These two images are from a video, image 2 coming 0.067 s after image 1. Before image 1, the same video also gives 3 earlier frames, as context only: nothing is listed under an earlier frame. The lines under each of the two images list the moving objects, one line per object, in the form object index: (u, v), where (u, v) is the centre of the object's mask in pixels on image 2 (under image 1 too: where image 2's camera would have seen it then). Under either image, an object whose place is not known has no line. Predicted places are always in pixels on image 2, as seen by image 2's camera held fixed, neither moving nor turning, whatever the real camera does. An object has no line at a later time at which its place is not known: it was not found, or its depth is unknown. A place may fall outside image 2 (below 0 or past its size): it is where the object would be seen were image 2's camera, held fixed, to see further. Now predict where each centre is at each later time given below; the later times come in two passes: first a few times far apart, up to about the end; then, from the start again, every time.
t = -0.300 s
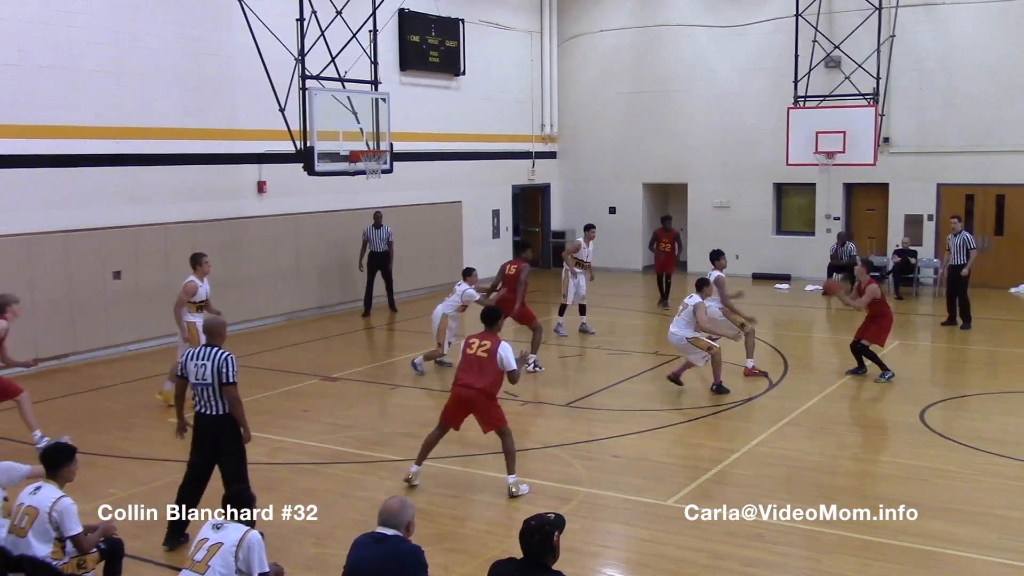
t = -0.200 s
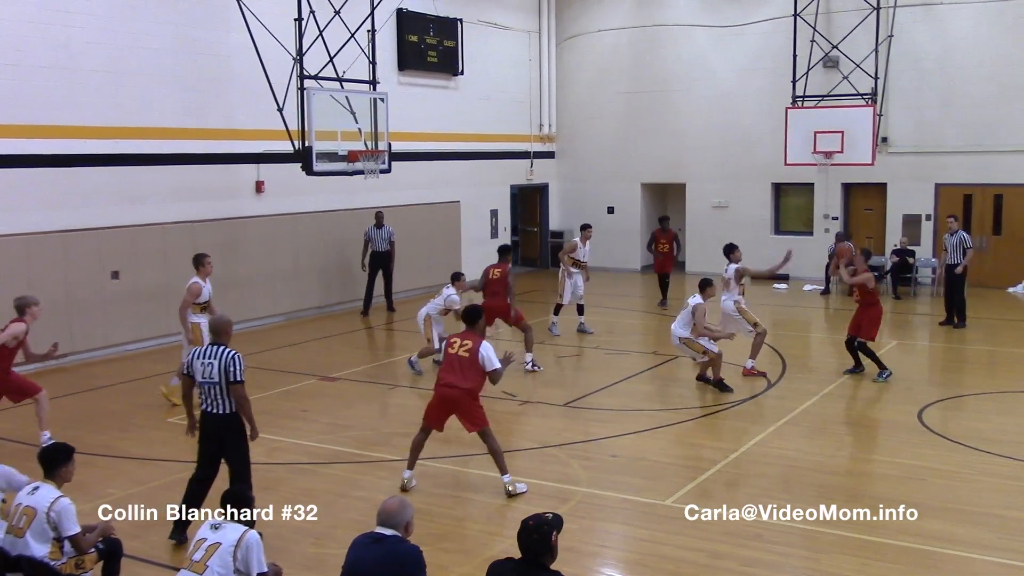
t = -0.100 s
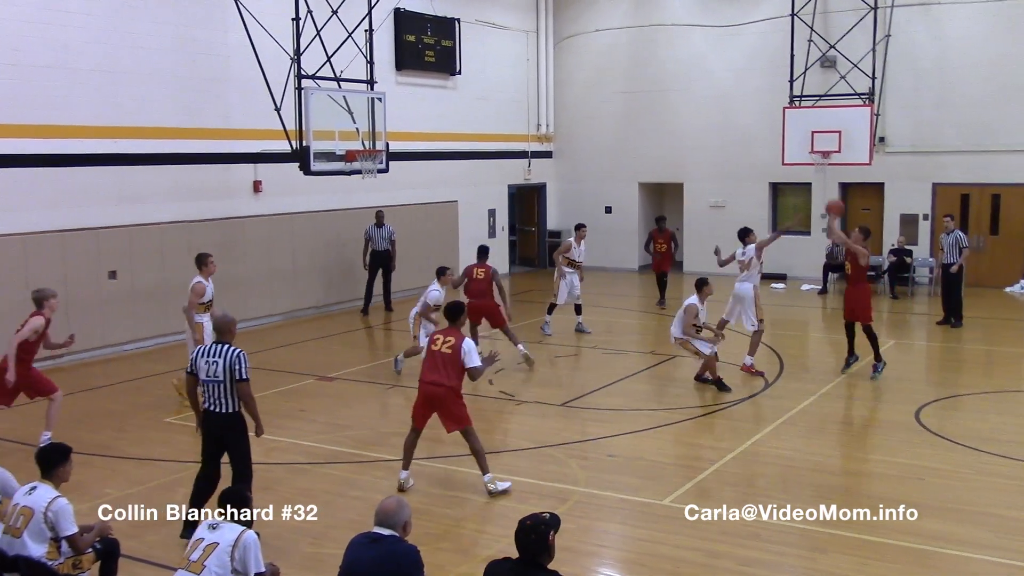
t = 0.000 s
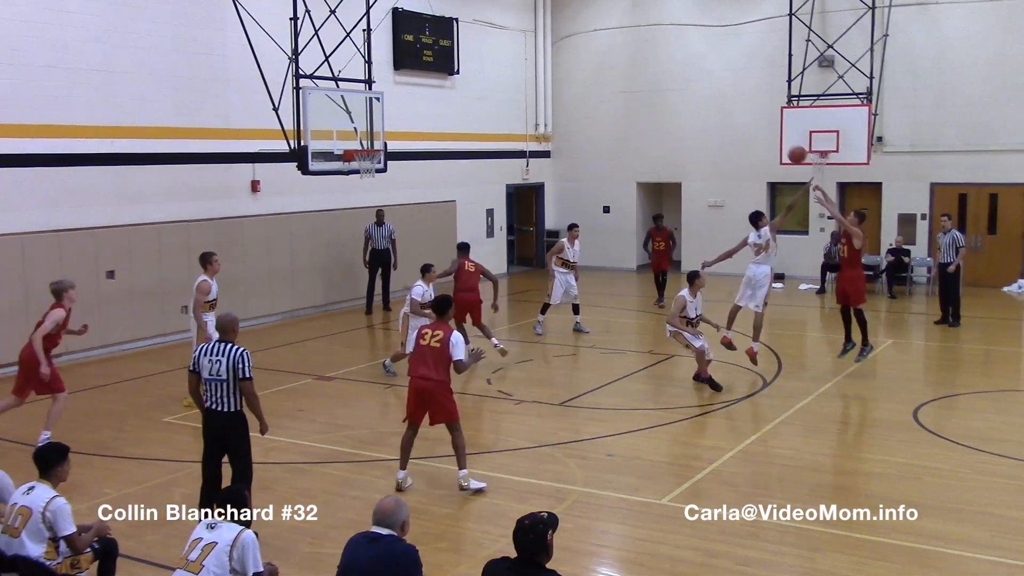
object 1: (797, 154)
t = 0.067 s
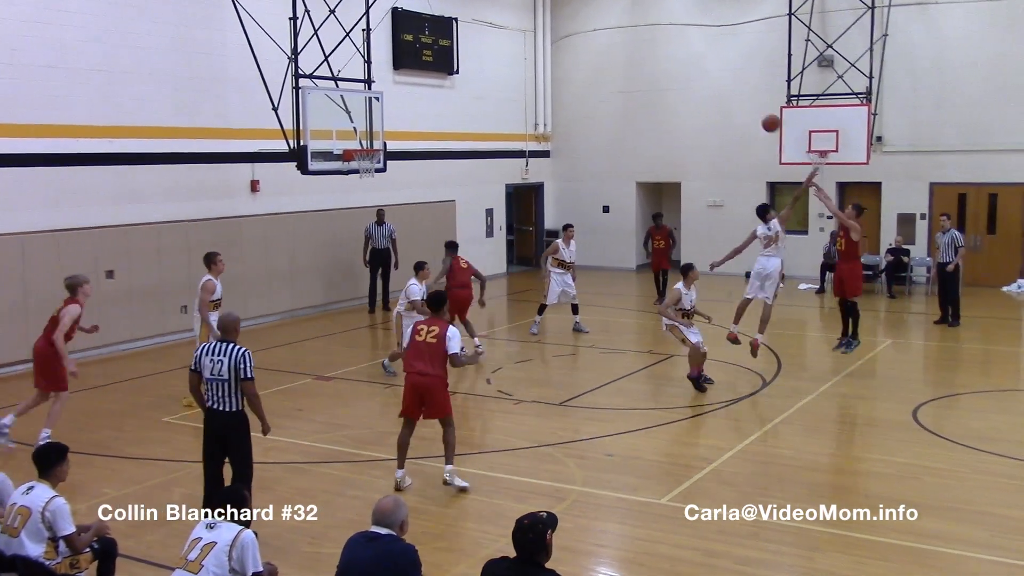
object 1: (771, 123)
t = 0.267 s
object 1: (695, 52)
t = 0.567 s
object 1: (590, 7)
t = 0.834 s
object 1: (503, 19)
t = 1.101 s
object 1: (425, 80)
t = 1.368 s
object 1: (359, 158)
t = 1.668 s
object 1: (359, 191)
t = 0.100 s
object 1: (758, 109)
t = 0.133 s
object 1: (745, 96)
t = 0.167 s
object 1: (733, 83)
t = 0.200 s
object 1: (720, 72)
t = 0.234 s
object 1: (708, 62)
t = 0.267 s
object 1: (695, 52)
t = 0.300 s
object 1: (683, 43)
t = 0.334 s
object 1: (671, 35)
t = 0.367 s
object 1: (659, 29)
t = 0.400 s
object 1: (647, 23)
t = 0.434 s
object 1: (635, 17)
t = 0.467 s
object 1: (624, 13)
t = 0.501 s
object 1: (612, 10)
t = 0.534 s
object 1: (601, 8)
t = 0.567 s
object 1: (590, 7)
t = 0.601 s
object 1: (578, 6)
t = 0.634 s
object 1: (567, 6)
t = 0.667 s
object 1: (557, 6)
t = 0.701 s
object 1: (545, 7)
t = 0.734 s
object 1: (535, 8)
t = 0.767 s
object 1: (524, 11)
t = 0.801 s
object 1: (514, 15)
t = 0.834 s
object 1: (503, 19)
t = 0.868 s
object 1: (493, 24)
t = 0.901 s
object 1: (483, 30)
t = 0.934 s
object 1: (473, 37)
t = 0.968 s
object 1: (463, 44)
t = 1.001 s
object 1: (453, 51)
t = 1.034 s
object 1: (444, 60)
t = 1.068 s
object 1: (435, 69)
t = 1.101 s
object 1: (425, 80)
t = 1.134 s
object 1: (416, 90)
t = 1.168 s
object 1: (407, 101)
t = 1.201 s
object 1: (398, 113)
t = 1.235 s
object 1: (389, 125)
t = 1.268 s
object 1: (380, 138)
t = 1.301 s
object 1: (372, 146)
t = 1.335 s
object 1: (364, 154)
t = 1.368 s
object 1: (359, 158)
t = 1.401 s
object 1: (356, 162)
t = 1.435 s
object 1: (356, 163)
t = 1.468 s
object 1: (356, 163)
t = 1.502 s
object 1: (356, 168)
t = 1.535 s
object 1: (357, 171)
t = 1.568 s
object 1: (358, 175)
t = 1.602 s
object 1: (358, 180)
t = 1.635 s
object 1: (359, 185)
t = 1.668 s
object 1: (359, 191)
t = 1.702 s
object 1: (360, 198)
